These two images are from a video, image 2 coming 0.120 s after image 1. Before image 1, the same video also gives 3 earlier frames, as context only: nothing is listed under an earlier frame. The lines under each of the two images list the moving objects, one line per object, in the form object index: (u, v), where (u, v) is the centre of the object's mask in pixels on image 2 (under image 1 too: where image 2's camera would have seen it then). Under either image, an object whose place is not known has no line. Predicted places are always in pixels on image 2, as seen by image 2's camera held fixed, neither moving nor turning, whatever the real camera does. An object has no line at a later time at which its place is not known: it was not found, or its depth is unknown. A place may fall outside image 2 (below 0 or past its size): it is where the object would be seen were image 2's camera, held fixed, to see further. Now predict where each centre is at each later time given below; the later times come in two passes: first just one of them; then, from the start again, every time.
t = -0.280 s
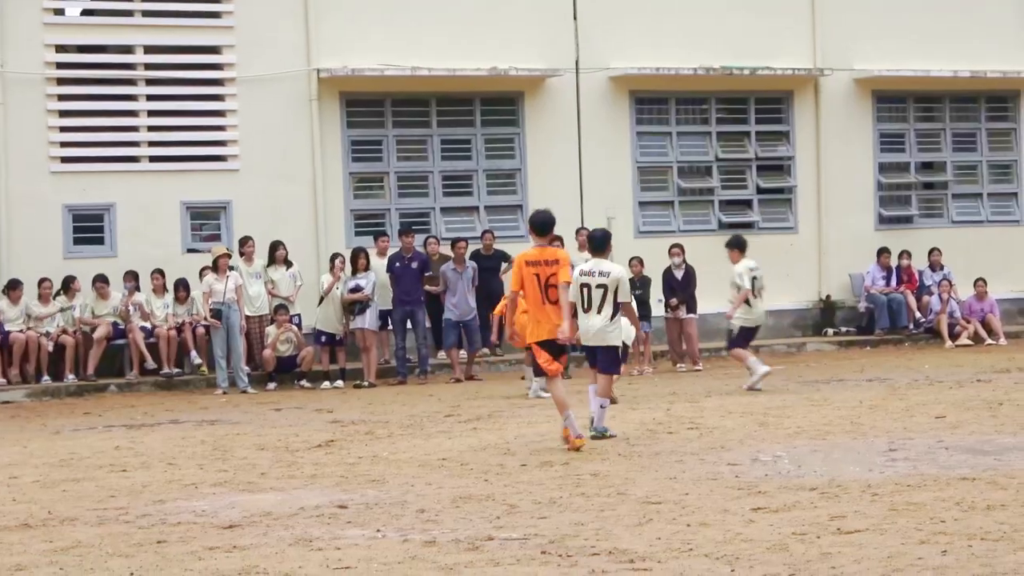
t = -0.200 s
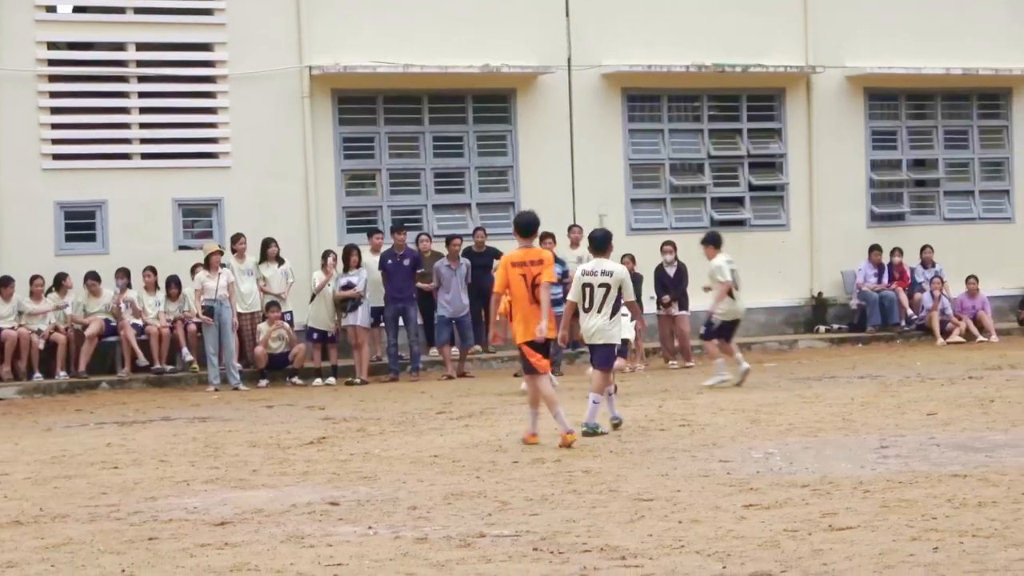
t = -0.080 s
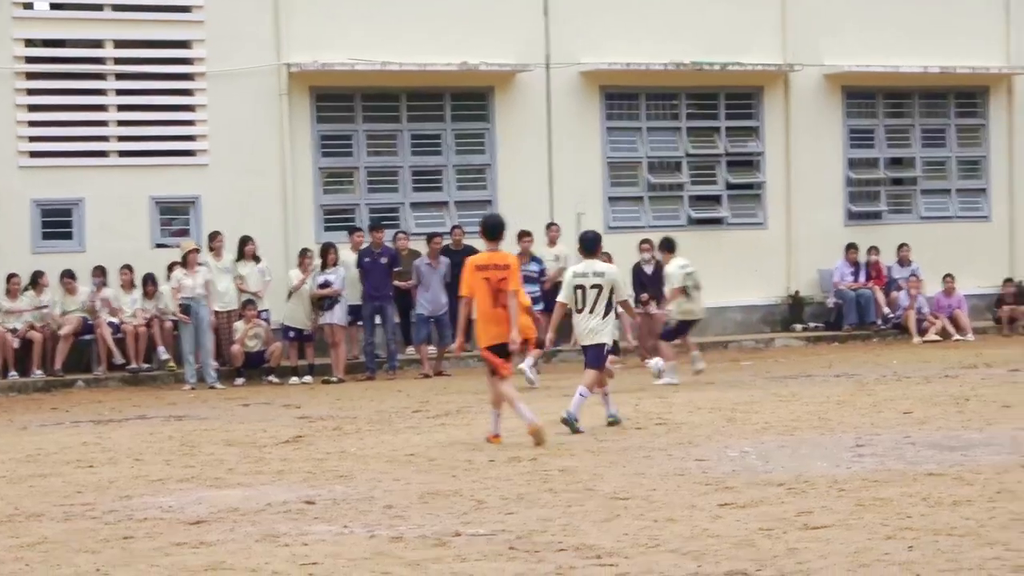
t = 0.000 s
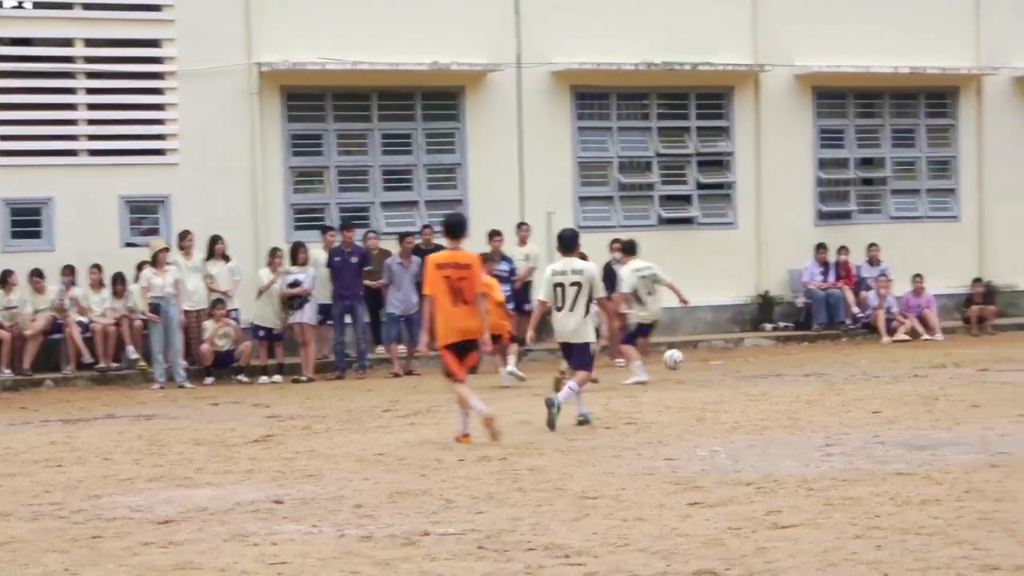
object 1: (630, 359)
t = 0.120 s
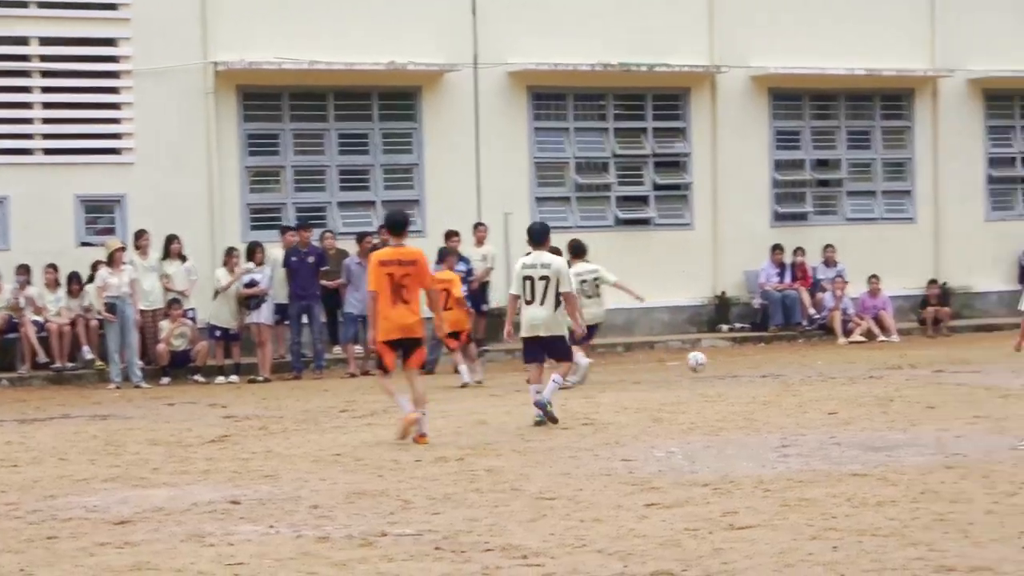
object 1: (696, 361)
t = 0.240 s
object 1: (749, 364)
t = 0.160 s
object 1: (718, 365)
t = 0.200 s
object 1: (736, 366)
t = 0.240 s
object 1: (749, 364)
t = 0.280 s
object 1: (762, 362)
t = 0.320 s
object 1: (775, 363)
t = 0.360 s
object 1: (788, 361)
